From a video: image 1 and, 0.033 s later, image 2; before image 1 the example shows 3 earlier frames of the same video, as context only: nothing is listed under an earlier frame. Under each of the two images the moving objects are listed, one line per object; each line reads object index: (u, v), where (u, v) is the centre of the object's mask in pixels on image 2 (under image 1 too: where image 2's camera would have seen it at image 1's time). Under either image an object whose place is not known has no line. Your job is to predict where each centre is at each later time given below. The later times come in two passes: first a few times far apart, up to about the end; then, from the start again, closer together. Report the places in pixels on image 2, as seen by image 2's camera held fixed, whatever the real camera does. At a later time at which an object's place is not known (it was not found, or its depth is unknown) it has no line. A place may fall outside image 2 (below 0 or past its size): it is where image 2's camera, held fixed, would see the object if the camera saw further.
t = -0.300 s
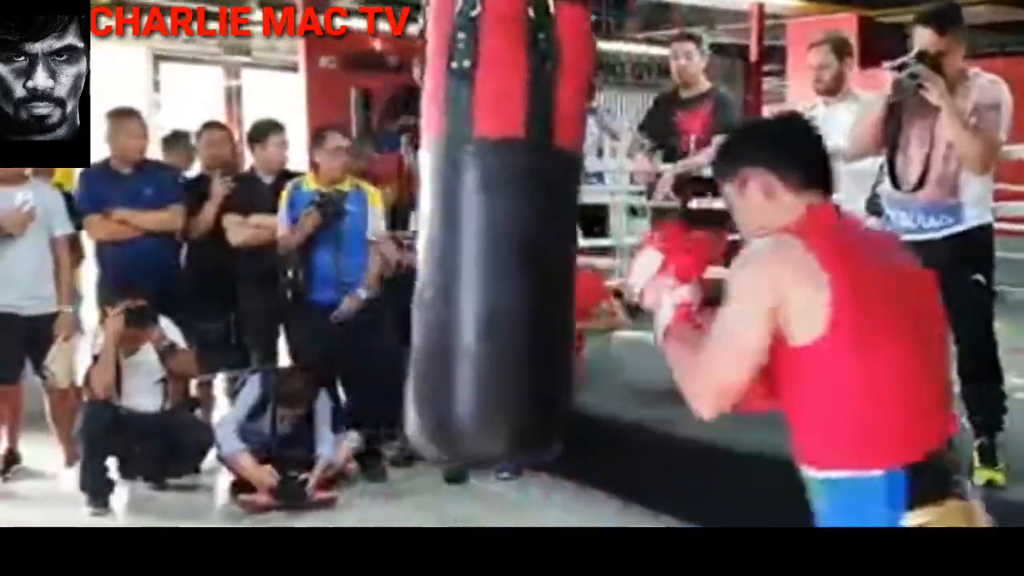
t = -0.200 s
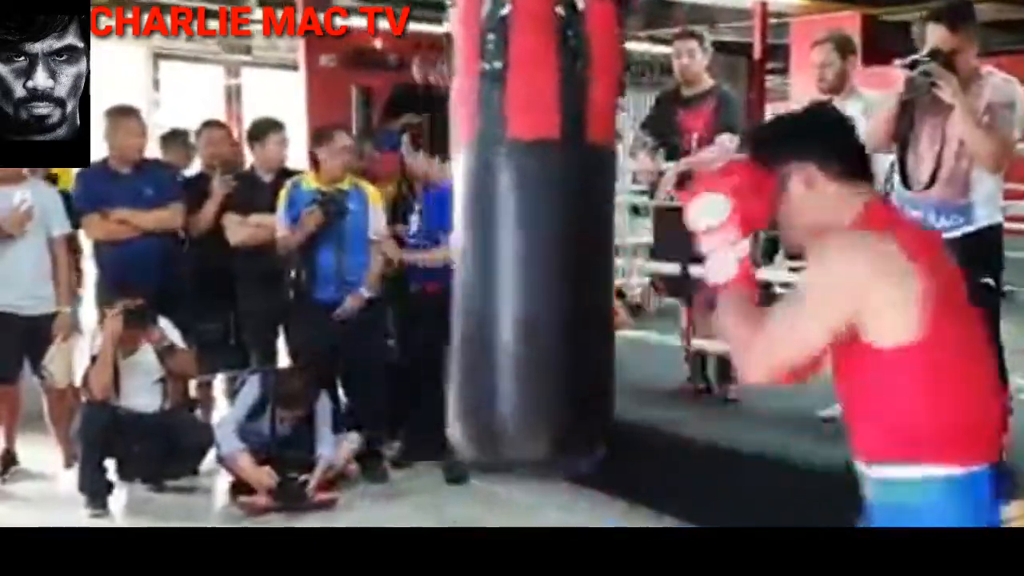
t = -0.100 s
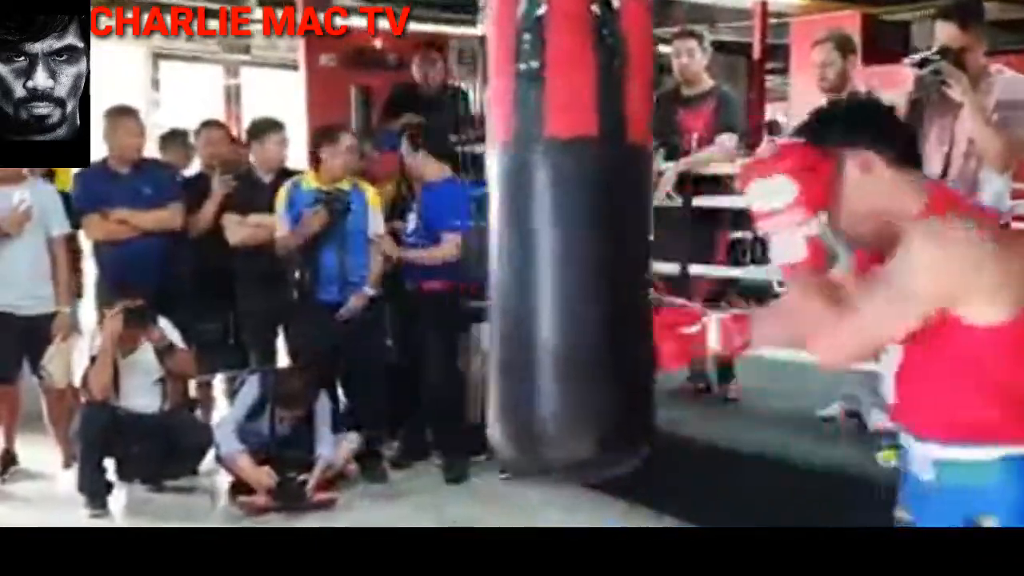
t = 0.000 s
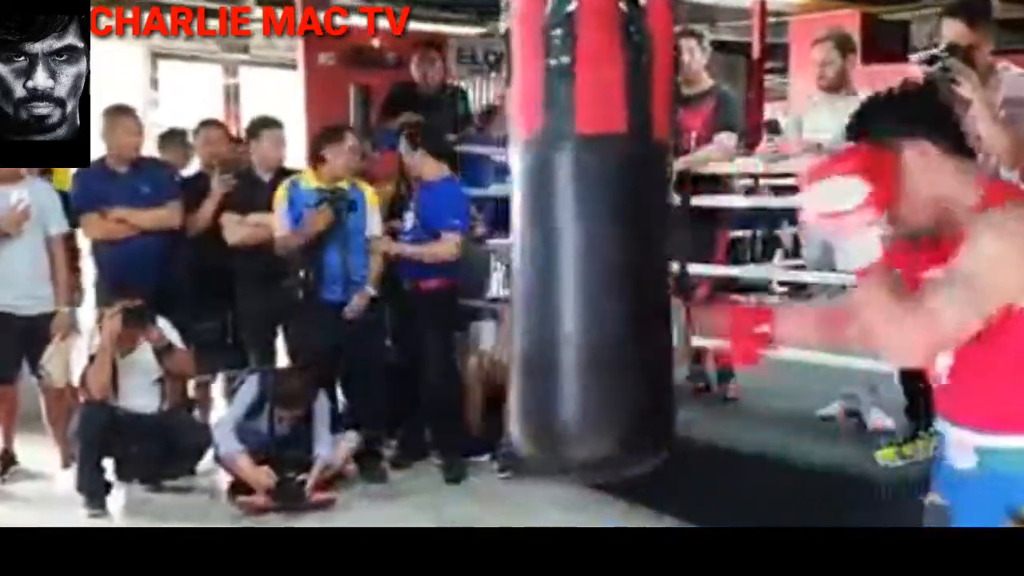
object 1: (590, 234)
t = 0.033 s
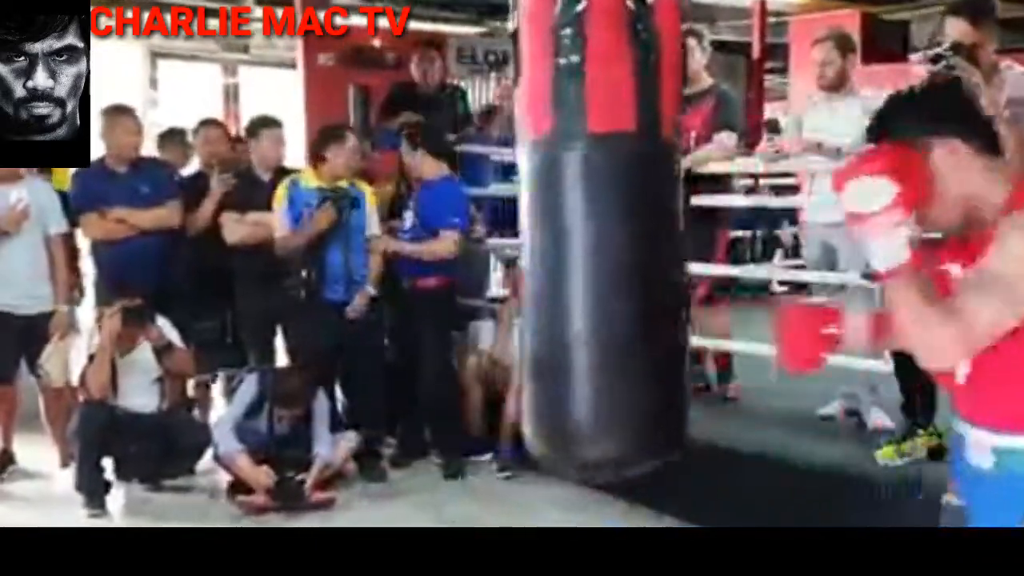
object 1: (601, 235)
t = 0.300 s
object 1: (645, 228)
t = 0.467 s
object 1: (662, 224)
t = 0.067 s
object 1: (607, 233)
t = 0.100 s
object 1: (612, 232)
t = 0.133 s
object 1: (619, 232)
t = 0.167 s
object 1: (625, 230)
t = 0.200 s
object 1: (630, 229)
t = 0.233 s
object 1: (636, 228)
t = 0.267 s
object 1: (640, 228)
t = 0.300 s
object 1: (645, 228)
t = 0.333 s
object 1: (650, 227)
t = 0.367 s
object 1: (654, 226)
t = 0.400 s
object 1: (657, 225)
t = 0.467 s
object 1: (662, 224)
